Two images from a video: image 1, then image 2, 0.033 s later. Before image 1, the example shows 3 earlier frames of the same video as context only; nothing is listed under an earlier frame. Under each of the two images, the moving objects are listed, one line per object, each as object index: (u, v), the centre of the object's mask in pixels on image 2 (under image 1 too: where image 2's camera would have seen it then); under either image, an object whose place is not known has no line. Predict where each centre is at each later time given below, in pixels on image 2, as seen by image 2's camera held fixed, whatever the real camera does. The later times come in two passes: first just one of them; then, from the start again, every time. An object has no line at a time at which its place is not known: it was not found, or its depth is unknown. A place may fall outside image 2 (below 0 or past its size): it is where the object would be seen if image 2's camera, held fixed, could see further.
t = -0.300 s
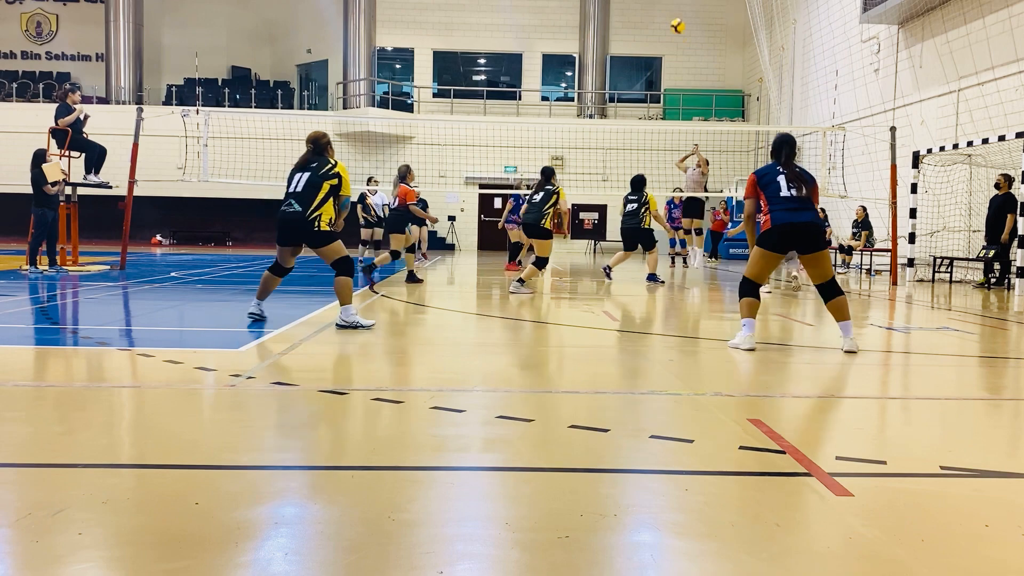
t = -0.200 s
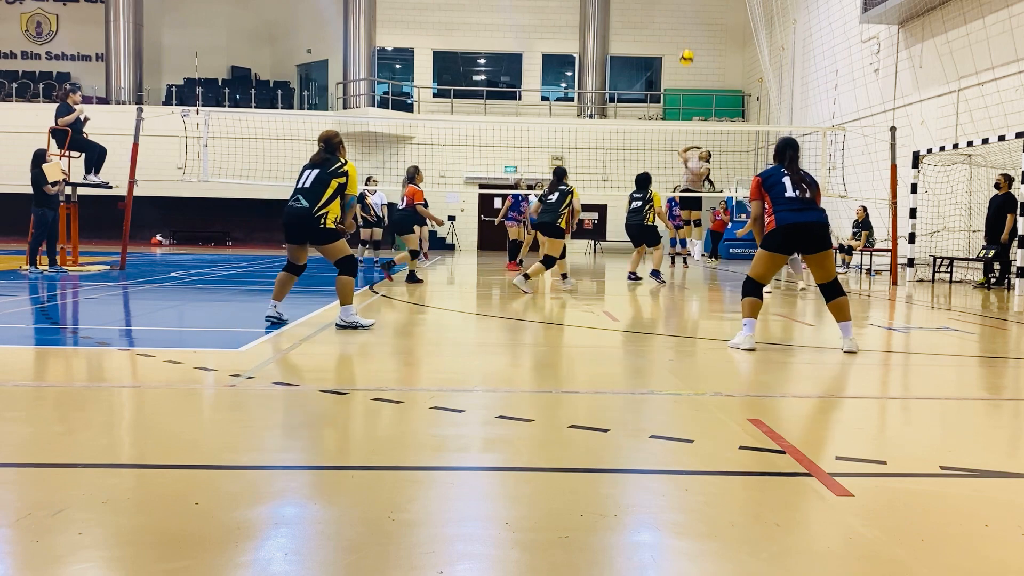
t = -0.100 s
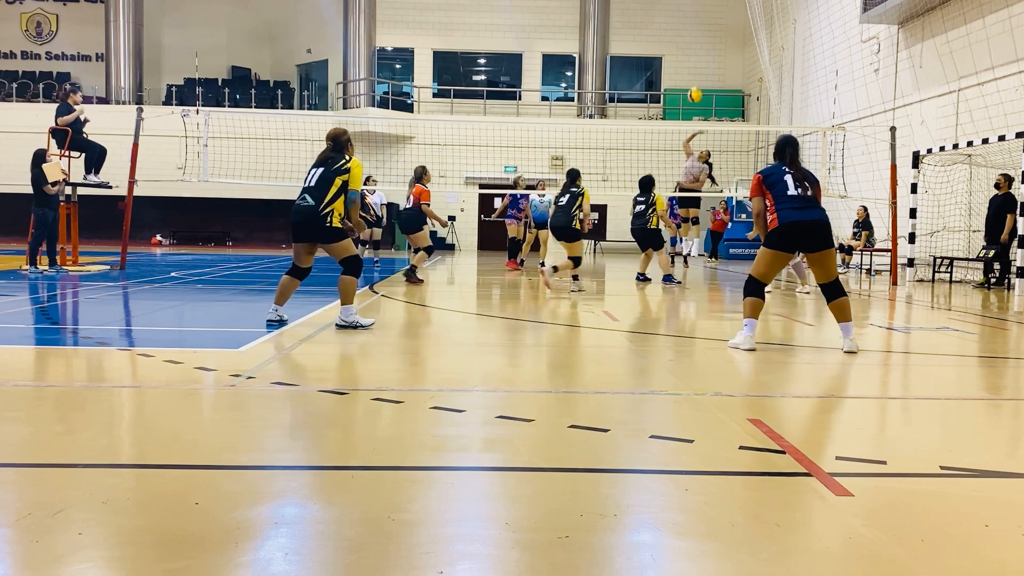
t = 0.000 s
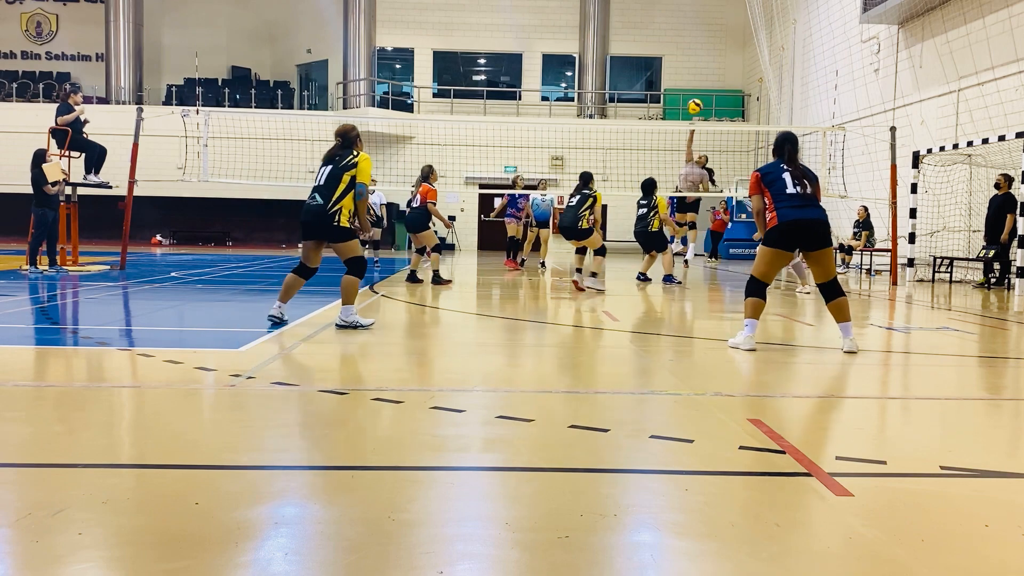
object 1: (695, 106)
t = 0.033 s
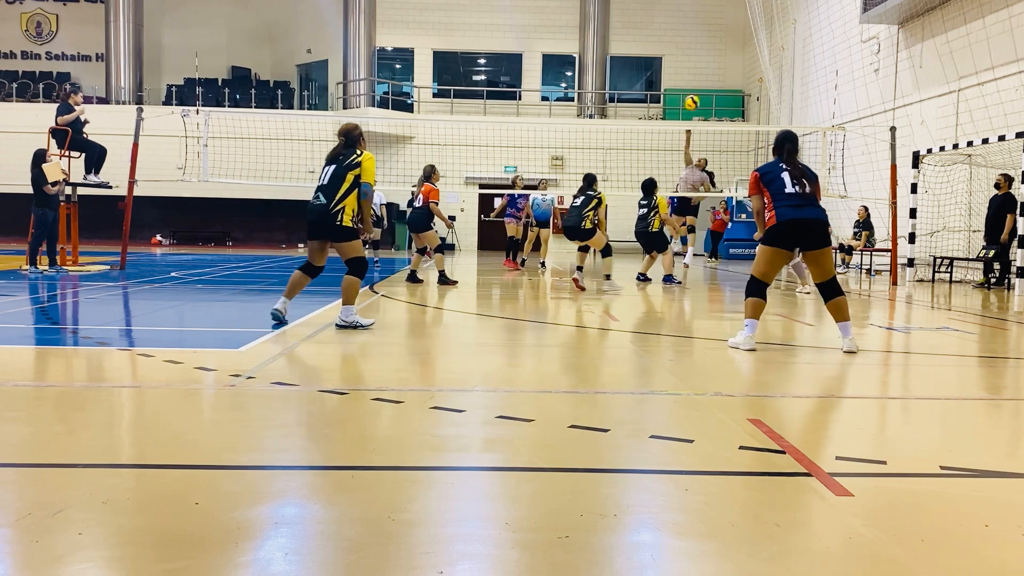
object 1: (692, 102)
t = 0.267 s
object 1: (669, 97)
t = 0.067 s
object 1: (689, 99)
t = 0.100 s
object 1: (686, 97)
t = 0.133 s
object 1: (683, 95)
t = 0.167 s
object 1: (679, 94)
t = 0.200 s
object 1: (676, 94)
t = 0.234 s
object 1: (673, 95)
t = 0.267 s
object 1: (669, 97)
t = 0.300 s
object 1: (666, 99)
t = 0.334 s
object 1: (663, 102)
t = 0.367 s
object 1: (659, 106)
